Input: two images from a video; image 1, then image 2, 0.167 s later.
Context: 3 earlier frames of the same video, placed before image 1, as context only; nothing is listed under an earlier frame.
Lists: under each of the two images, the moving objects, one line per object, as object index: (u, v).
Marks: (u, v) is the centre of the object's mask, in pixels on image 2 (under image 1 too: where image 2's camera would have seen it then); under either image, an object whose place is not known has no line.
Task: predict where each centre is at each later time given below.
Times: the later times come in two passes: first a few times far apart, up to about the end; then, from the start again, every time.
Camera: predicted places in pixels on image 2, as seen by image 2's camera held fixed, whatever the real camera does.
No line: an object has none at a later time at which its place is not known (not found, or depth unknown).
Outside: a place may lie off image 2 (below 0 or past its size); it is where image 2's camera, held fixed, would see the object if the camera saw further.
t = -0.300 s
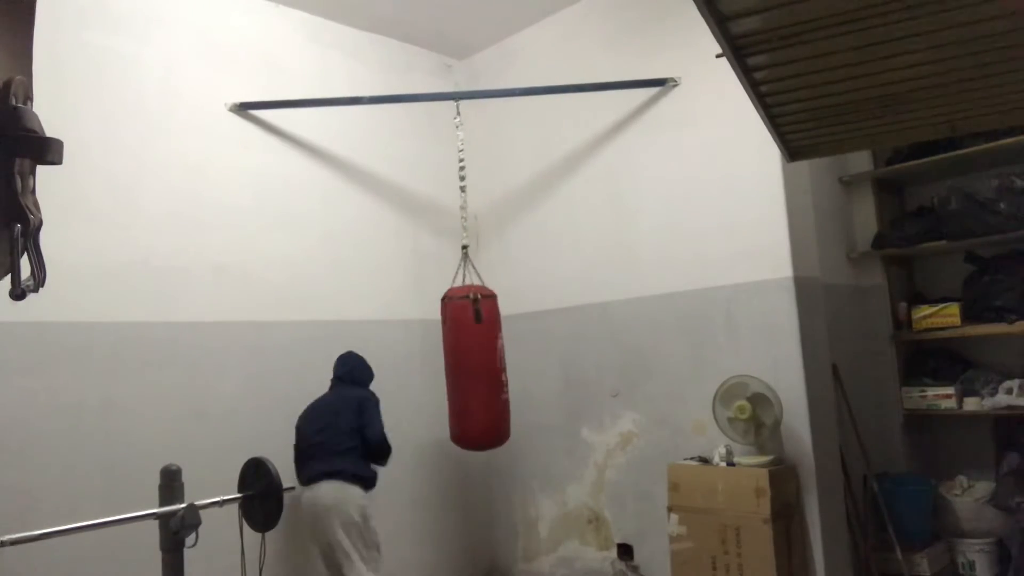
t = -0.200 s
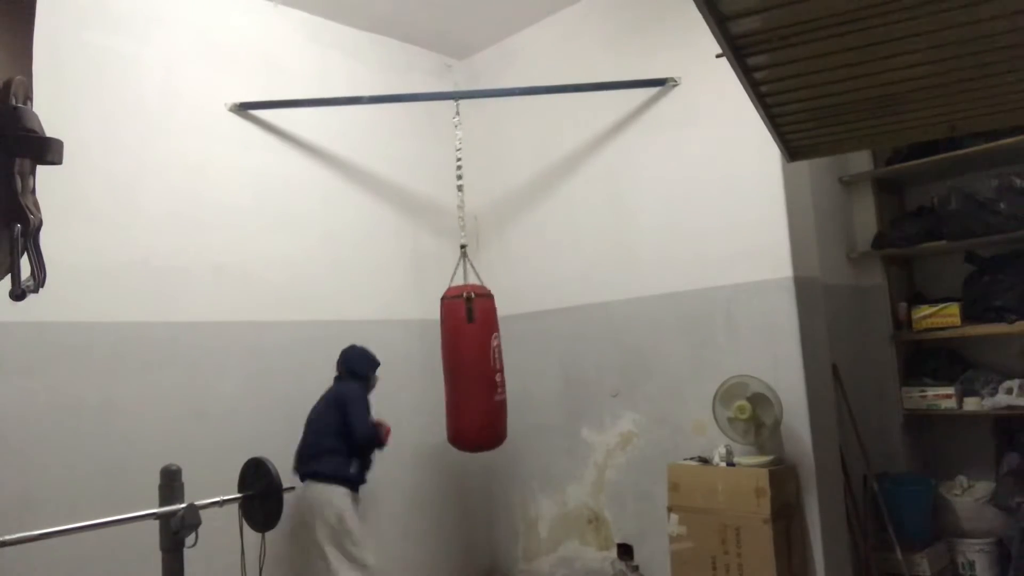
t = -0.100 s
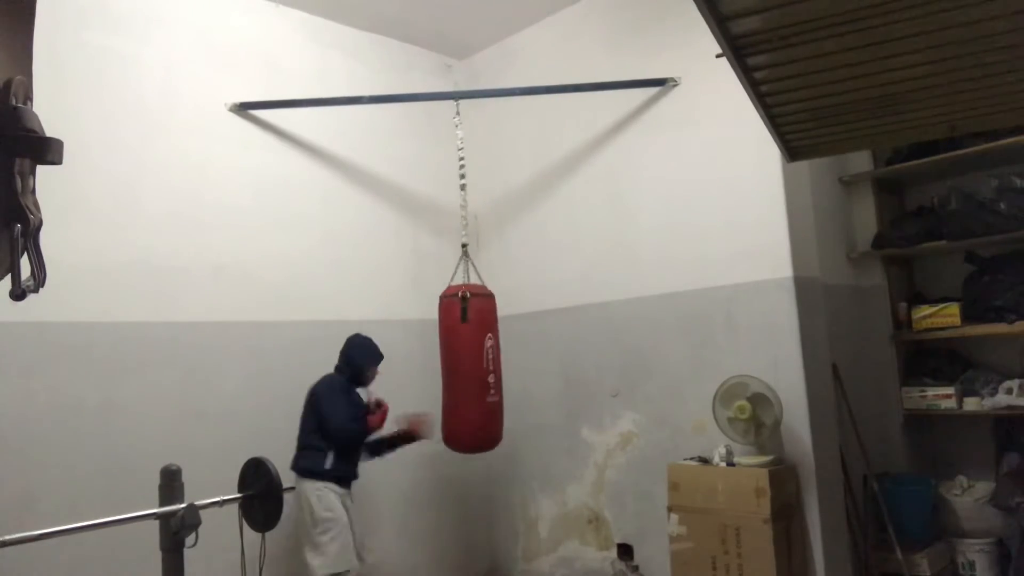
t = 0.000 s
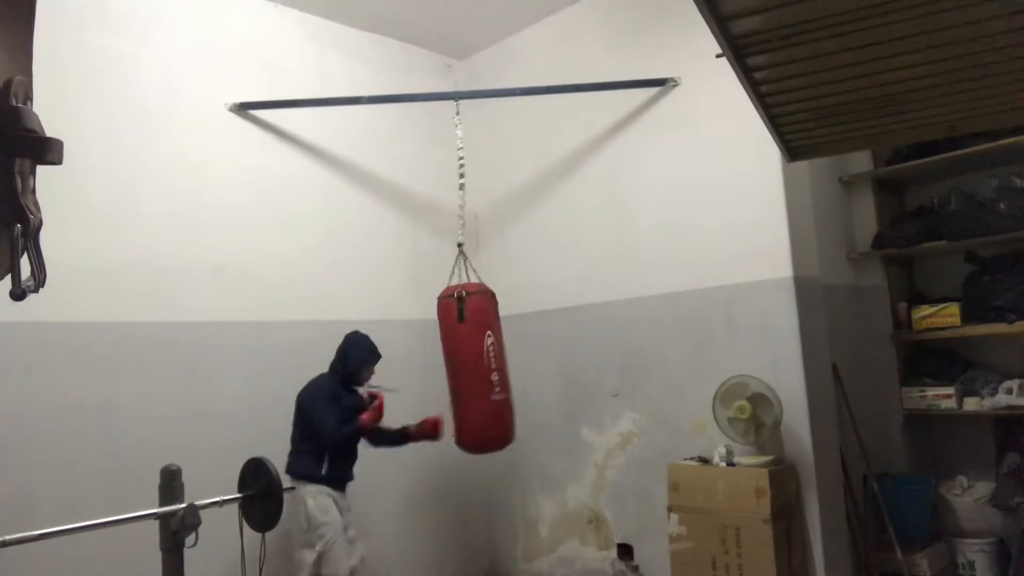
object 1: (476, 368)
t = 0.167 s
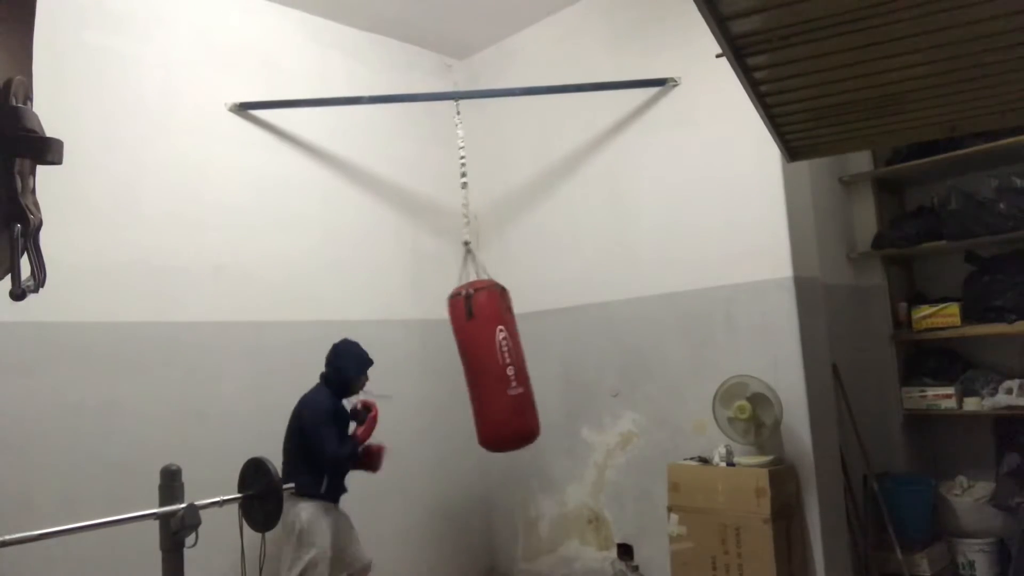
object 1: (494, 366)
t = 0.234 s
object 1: (501, 365)
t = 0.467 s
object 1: (517, 361)
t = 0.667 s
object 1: (517, 360)
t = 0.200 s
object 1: (497, 366)
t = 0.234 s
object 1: (501, 365)
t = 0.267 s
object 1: (504, 364)
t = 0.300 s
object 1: (507, 363)
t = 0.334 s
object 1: (510, 362)
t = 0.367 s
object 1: (512, 361)
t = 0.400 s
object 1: (514, 361)
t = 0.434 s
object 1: (516, 361)
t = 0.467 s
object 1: (517, 361)
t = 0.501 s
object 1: (518, 361)
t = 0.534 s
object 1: (518, 361)
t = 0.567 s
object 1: (518, 360)
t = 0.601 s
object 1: (518, 360)
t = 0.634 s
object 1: (517, 360)
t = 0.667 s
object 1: (517, 360)
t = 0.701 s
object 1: (516, 360)
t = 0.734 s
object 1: (515, 361)
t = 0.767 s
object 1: (514, 362)
